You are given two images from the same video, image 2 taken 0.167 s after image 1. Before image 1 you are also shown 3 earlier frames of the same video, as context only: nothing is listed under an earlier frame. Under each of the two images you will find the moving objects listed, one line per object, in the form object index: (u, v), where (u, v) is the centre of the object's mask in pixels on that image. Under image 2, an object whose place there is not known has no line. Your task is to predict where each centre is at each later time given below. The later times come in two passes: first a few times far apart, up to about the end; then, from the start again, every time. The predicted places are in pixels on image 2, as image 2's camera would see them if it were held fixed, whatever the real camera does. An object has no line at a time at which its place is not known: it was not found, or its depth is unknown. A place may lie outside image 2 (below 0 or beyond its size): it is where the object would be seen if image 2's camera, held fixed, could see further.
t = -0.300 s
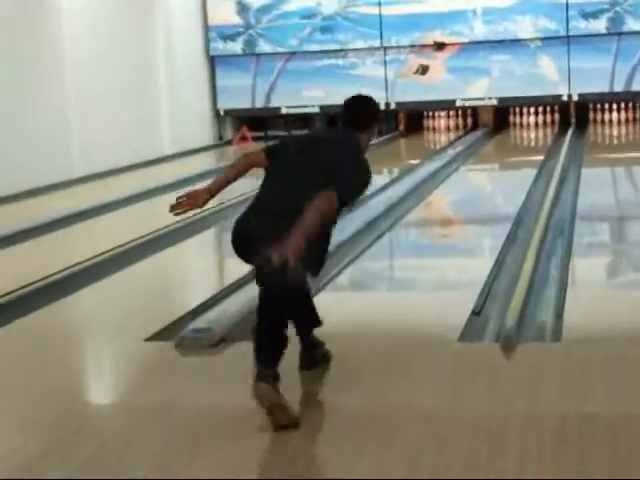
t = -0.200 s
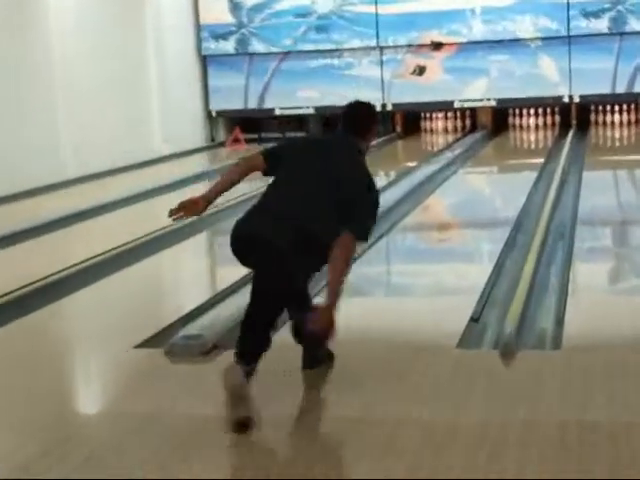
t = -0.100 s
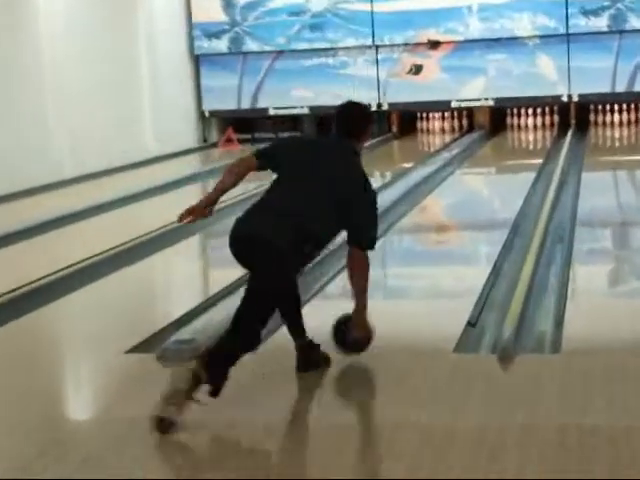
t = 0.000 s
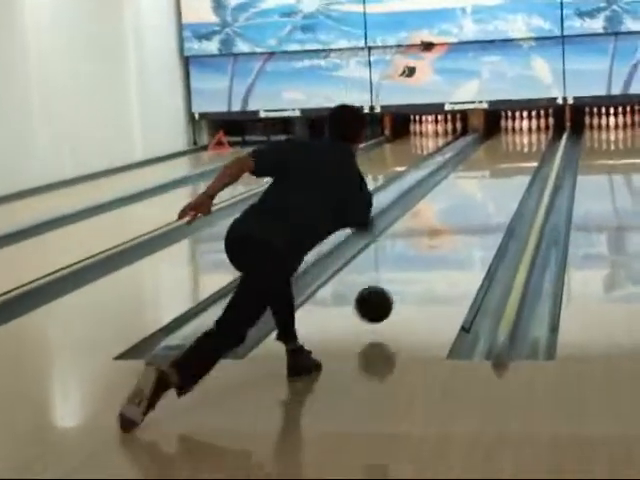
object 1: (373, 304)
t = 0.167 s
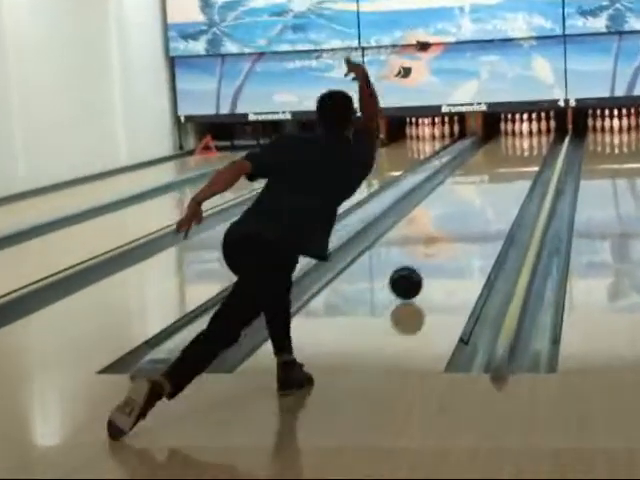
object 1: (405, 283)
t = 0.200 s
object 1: (411, 278)
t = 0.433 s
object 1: (445, 242)
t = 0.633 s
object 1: (468, 219)
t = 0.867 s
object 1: (486, 200)
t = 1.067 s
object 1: (498, 187)
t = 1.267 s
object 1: (508, 177)
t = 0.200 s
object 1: (411, 278)
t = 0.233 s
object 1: (417, 272)
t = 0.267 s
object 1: (423, 266)
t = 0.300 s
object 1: (428, 261)
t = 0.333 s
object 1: (432, 255)
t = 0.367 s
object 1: (437, 250)
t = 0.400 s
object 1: (441, 246)
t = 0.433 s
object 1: (445, 242)
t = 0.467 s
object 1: (450, 237)
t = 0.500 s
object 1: (453, 233)
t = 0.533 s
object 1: (457, 229)
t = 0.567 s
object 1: (461, 226)
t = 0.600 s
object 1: (464, 222)
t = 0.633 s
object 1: (468, 219)
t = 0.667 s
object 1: (471, 216)
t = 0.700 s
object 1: (473, 213)
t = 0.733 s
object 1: (476, 210)
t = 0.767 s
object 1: (479, 208)
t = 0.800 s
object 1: (481, 205)
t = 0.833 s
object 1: (484, 203)
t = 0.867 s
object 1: (486, 200)
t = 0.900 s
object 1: (488, 197)
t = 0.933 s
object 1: (490, 195)
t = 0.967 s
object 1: (493, 193)
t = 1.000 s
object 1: (494, 190)
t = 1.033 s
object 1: (496, 189)
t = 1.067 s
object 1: (498, 187)
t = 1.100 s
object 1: (500, 185)
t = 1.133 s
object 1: (501, 183)
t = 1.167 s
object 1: (503, 181)
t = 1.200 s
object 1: (505, 180)
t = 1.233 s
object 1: (506, 178)
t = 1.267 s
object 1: (508, 177)
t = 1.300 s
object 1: (509, 175)
